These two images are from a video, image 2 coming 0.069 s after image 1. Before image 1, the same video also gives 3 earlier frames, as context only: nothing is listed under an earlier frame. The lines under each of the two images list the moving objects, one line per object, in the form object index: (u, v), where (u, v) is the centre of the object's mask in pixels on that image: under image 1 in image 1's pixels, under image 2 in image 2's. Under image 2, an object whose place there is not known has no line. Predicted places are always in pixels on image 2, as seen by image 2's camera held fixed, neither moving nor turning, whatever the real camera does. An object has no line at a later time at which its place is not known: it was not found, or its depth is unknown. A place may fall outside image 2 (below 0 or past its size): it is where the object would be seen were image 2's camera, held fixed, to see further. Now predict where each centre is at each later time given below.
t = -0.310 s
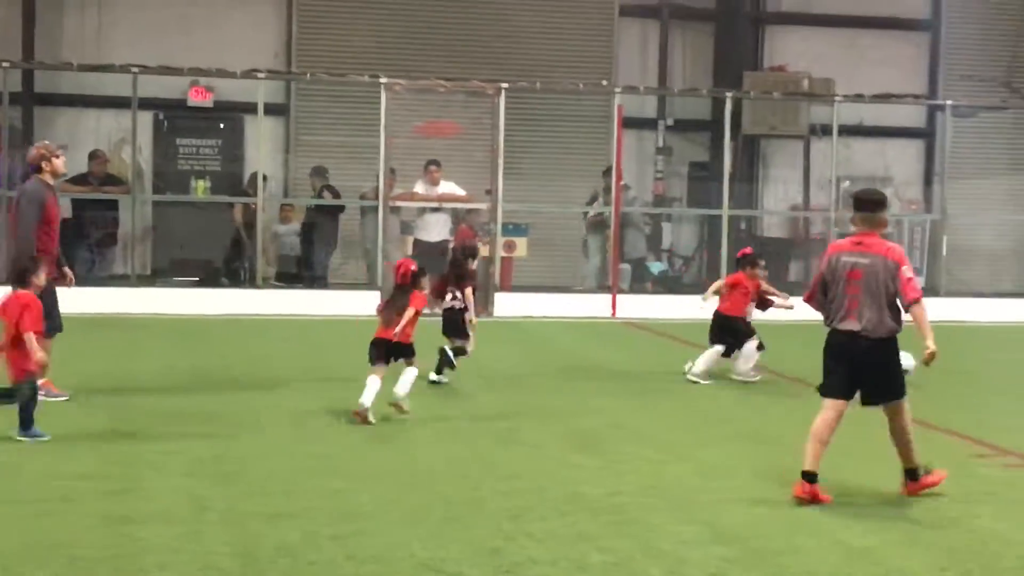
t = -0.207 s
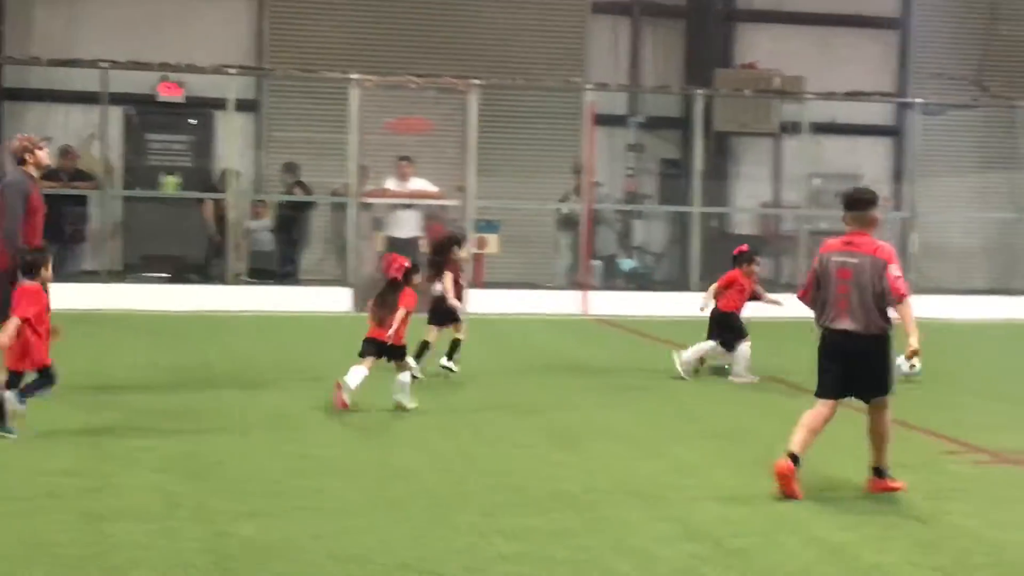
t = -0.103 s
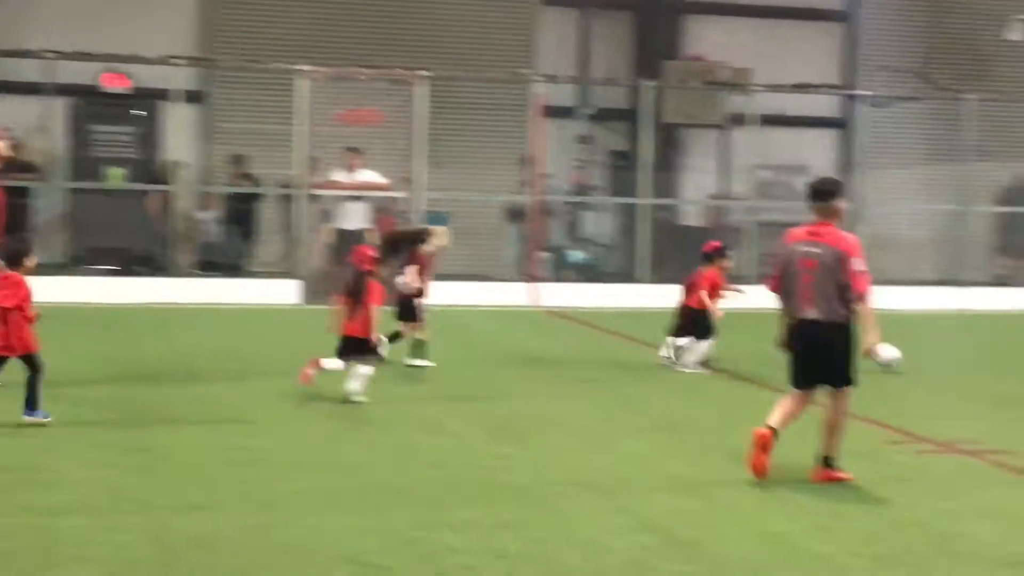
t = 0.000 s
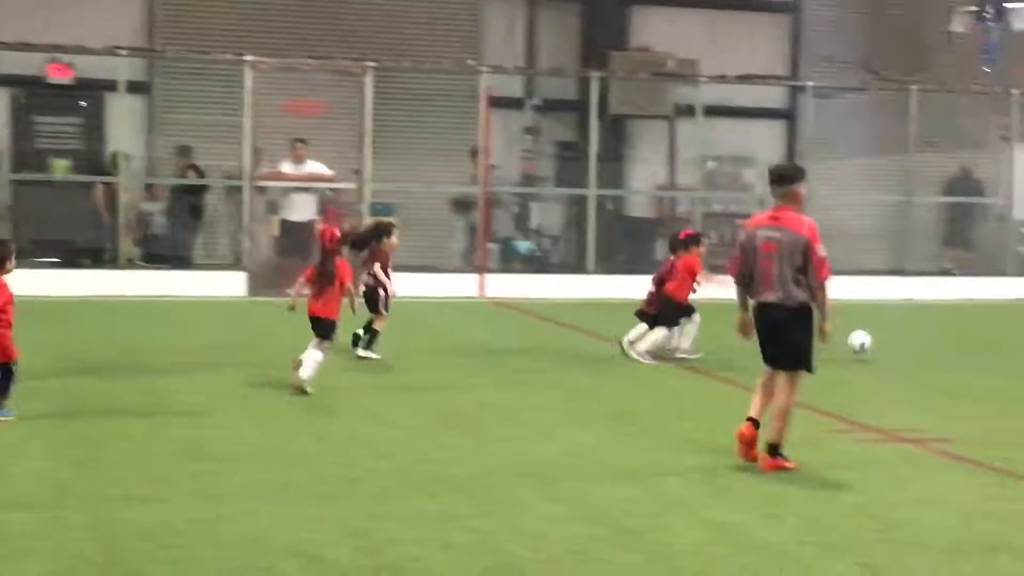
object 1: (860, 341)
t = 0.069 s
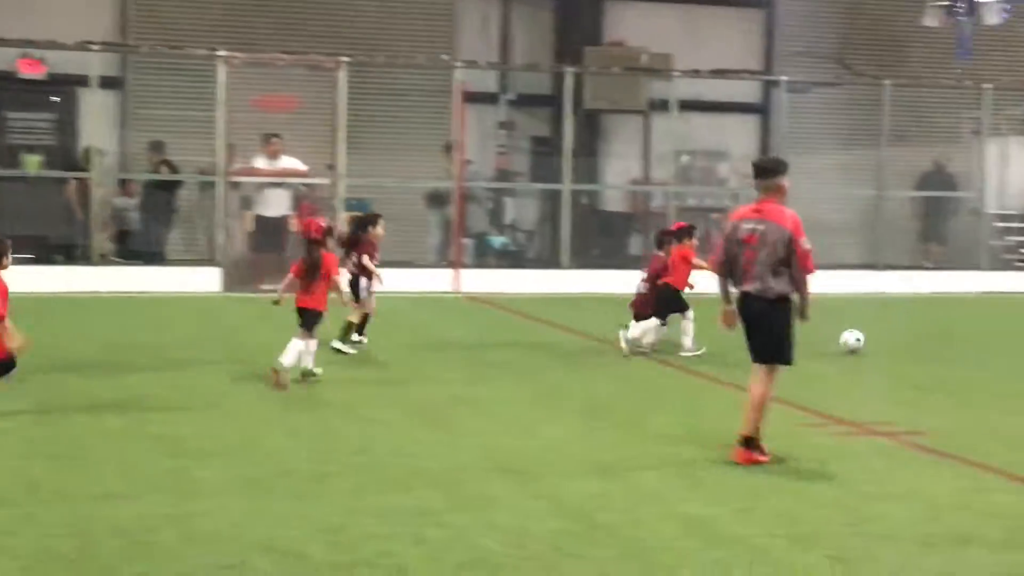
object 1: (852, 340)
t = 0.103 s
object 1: (860, 343)
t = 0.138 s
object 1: (868, 340)
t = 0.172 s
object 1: (876, 340)
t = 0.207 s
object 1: (884, 340)
